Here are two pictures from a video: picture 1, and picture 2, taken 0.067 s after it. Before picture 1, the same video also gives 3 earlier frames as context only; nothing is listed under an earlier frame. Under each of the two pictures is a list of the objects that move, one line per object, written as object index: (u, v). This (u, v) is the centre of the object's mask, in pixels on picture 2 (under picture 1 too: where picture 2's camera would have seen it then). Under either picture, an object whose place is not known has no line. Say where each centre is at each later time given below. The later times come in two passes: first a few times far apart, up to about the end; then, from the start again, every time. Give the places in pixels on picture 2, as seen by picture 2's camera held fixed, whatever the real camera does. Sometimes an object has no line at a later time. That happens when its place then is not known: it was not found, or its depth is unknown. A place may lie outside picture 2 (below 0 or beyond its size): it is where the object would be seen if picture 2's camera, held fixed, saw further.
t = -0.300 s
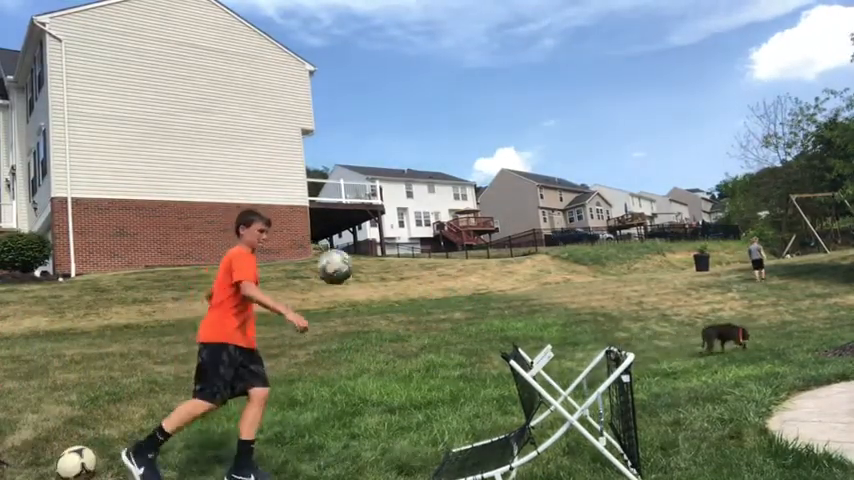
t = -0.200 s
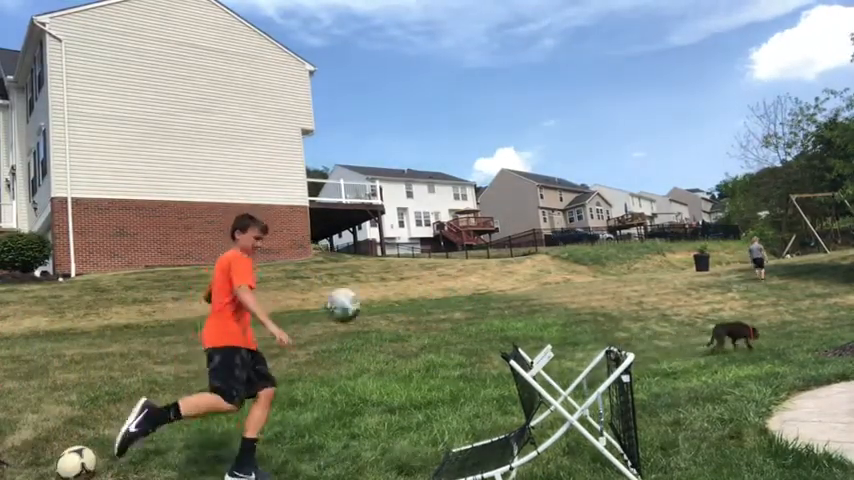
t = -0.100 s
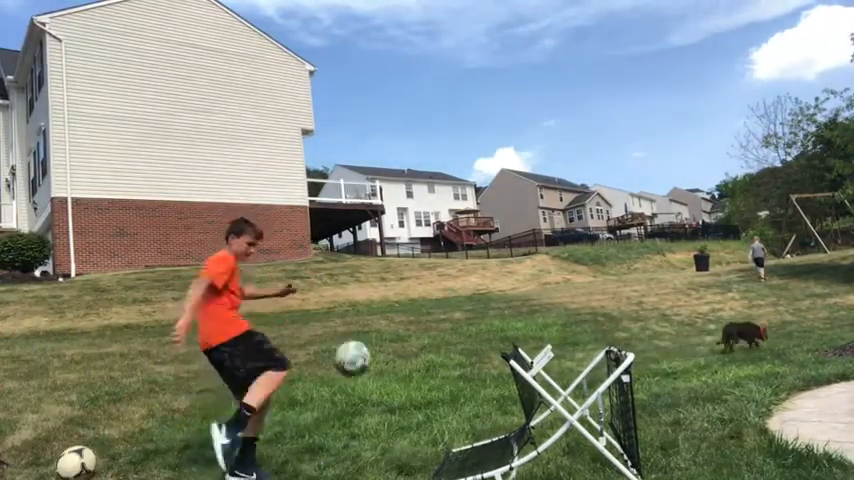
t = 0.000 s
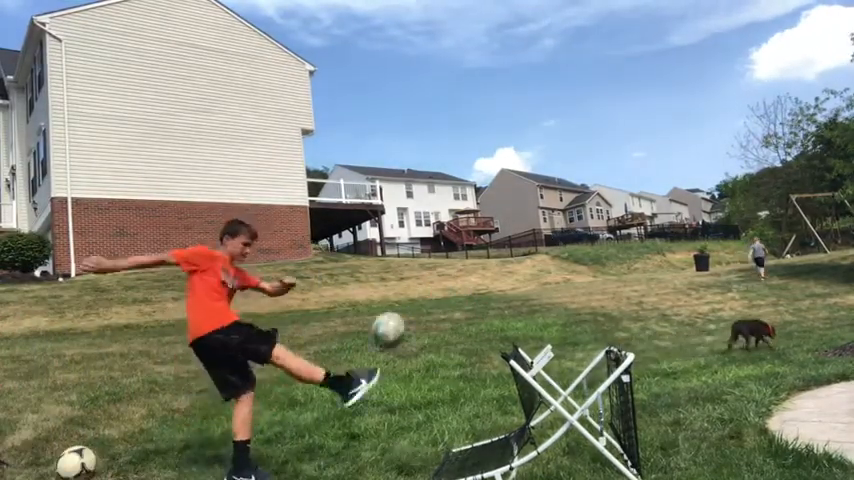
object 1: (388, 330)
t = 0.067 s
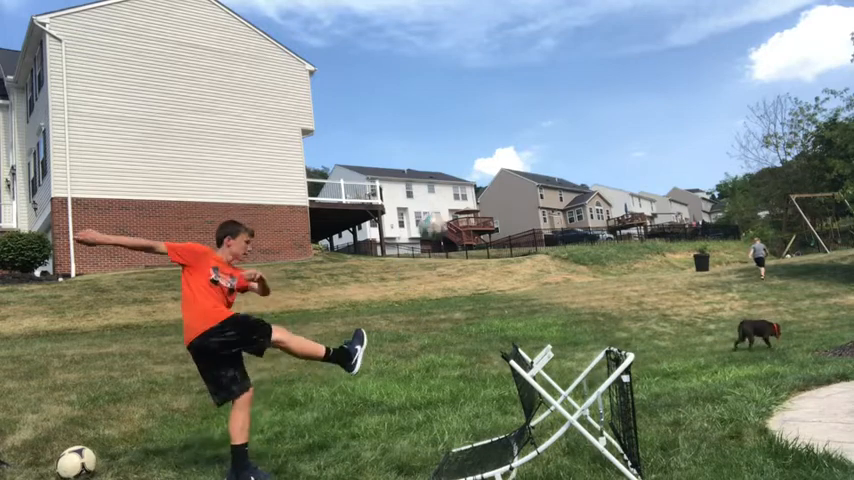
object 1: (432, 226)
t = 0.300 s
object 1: (510, 72)
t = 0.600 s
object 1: (555, 30)
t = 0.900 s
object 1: (584, 44)
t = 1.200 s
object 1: (608, 81)
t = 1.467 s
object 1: (630, 127)
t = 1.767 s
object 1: (654, 192)
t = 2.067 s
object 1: (679, 266)
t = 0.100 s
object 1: (448, 190)
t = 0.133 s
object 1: (462, 161)
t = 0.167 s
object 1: (474, 136)
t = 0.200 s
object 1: (485, 117)
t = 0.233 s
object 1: (494, 98)
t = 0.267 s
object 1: (503, 84)
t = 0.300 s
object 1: (510, 72)
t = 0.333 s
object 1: (518, 62)
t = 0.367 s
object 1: (523, 55)
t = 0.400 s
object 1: (528, 48)
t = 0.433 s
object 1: (534, 43)
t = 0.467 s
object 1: (539, 38)
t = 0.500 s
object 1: (543, 35)
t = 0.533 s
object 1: (547, 32)
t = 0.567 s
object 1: (551, 31)
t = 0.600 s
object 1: (555, 30)
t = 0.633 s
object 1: (558, 30)
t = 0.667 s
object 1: (561, 31)
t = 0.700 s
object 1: (565, 32)
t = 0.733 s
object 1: (568, 33)
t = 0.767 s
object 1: (572, 34)
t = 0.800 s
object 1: (575, 36)
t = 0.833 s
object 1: (578, 38)
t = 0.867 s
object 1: (581, 41)
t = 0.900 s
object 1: (584, 44)
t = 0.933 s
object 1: (587, 47)
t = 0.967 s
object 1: (589, 50)
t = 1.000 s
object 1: (592, 54)
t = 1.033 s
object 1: (595, 58)
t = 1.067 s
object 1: (598, 62)
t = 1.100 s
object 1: (600, 67)
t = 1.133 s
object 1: (603, 72)
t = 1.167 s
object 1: (605, 77)
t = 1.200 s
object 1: (608, 81)
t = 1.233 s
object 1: (611, 86)
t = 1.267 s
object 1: (613, 92)
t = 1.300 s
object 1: (616, 98)
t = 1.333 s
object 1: (619, 104)
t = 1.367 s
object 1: (621, 109)
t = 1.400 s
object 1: (624, 115)
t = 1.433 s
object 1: (627, 121)
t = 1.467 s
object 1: (630, 127)
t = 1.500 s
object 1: (632, 134)
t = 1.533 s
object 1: (634, 140)
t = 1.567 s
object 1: (637, 148)
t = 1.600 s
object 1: (640, 155)
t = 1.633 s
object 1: (642, 161)
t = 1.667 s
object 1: (645, 169)
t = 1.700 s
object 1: (648, 176)
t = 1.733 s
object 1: (651, 183)
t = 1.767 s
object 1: (654, 192)
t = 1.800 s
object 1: (657, 201)
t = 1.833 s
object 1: (659, 208)
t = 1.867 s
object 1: (662, 216)
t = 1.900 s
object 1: (668, 222)
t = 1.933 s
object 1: (668, 231)
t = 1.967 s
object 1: (670, 239)
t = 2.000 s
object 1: (673, 247)
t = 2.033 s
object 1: (676, 259)
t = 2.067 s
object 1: (679, 266)
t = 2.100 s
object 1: (680, 273)
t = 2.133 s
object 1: (681, 267)
